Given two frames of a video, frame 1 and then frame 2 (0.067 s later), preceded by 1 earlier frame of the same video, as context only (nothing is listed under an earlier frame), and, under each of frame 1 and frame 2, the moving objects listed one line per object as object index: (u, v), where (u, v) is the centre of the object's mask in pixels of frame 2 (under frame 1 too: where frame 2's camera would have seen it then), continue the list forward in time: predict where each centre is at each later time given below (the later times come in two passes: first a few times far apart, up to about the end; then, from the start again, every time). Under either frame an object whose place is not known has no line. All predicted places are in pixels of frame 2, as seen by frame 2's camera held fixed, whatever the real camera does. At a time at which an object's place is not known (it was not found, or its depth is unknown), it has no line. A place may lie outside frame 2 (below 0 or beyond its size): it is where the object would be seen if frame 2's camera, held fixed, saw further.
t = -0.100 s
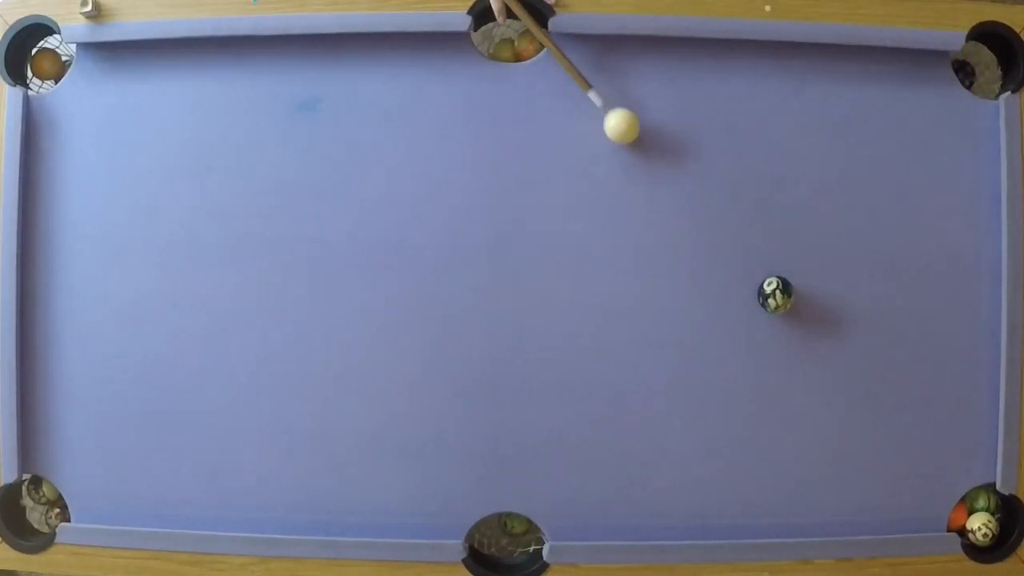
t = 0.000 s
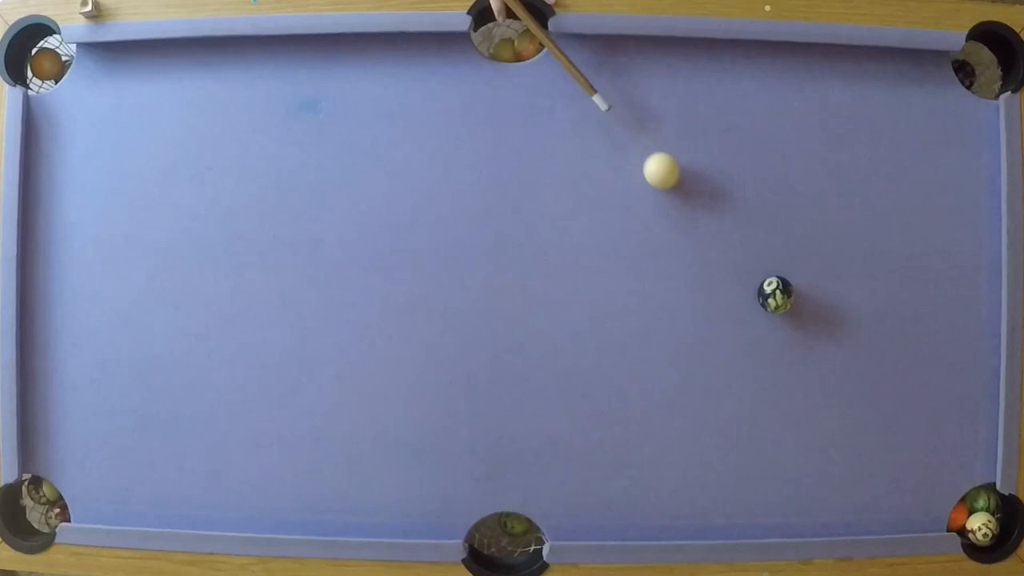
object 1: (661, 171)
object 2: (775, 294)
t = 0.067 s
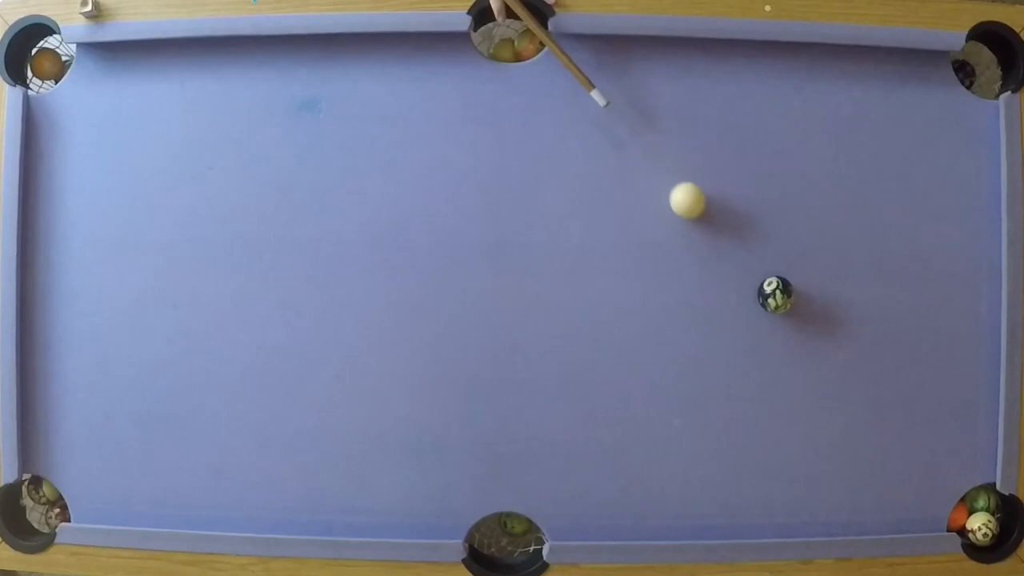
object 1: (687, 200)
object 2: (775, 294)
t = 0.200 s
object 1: (738, 259)
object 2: (775, 294)
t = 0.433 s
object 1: (749, 291)
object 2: (827, 341)
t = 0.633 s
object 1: (754, 310)
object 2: (868, 380)
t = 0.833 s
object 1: (757, 326)
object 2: (907, 416)
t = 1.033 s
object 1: (760, 338)
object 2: (942, 450)
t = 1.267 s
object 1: (762, 347)
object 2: (978, 485)
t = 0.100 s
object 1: (700, 215)
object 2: (775, 294)
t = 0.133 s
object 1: (713, 230)
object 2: (775, 294)
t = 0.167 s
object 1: (725, 244)
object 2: (775, 294)
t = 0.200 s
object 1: (738, 259)
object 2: (775, 294)
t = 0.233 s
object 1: (747, 271)
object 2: (777, 296)
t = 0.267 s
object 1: (746, 272)
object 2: (787, 305)
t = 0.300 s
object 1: (746, 276)
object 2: (796, 313)
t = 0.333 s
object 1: (747, 280)
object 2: (804, 320)
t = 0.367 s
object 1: (748, 283)
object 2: (812, 328)
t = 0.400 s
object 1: (748, 287)
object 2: (819, 334)
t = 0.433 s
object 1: (749, 291)
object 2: (827, 341)
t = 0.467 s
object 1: (750, 294)
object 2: (834, 348)
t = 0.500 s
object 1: (751, 297)
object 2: (841, 355)
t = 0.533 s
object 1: (752, 300)
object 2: (849, 362)
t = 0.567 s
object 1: (753, 303)
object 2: (856, 367)
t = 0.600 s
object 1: (753, 307)
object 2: (863, 374)
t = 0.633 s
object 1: (754, 310)
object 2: (868, 380)
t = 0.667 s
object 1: (755, 313)
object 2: (875, 386)
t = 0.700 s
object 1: (755, 315)
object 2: (882, 392)
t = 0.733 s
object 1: (756, 318)
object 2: (889, 398)
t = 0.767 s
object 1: (757, 321)
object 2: (895, 405)
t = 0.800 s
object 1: (757, 323)
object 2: (901, 410)
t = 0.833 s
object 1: (757, 326)
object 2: (907, 416)
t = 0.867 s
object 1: (758, 328)
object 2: (913, 422)
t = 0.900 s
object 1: (758, 330)
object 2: (919, 428)
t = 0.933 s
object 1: (759, 332)
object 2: (925, 434)
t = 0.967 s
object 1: (759, 334)
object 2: (930, 440)
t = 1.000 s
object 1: (760, 336)
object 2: (937, 445)
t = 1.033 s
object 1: (760, 338)
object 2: (942, 450)
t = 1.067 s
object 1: (760, 339)
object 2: (947, 455)
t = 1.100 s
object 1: (761, 341)
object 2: (952, 460)
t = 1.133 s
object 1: (761, 342)
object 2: (957, 466)
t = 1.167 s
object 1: (761, 344)
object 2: (962, 470)
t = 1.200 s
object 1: (762, 345)
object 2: (967, 475)
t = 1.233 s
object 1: (762, 346)
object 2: (972, 480)
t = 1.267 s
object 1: (762, 347)
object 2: (978, 485)
